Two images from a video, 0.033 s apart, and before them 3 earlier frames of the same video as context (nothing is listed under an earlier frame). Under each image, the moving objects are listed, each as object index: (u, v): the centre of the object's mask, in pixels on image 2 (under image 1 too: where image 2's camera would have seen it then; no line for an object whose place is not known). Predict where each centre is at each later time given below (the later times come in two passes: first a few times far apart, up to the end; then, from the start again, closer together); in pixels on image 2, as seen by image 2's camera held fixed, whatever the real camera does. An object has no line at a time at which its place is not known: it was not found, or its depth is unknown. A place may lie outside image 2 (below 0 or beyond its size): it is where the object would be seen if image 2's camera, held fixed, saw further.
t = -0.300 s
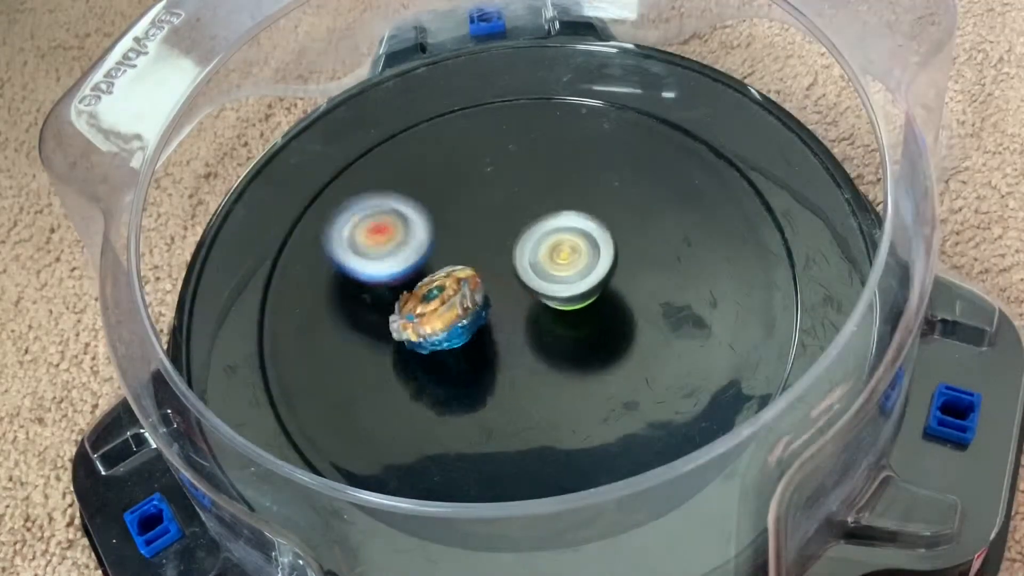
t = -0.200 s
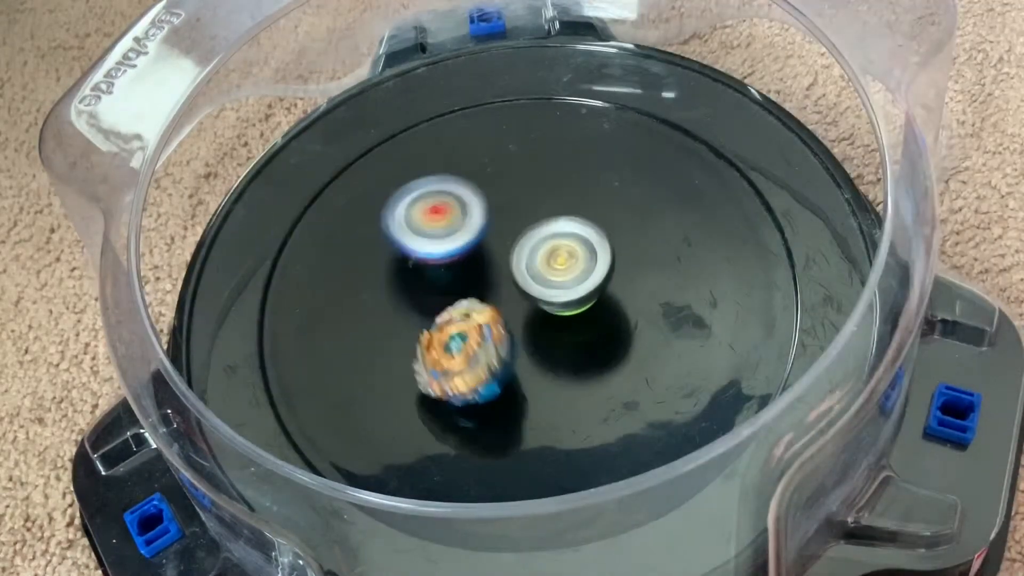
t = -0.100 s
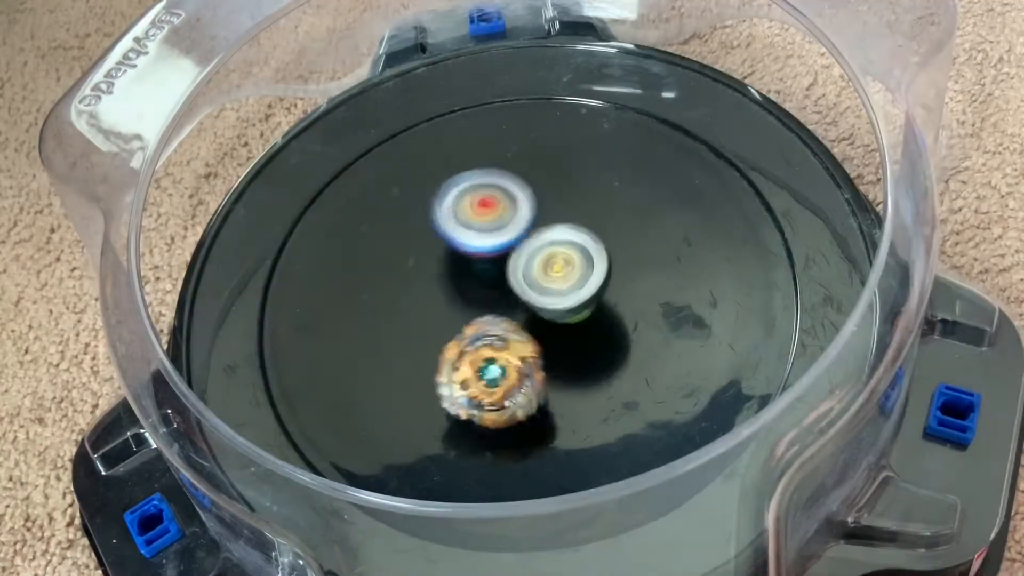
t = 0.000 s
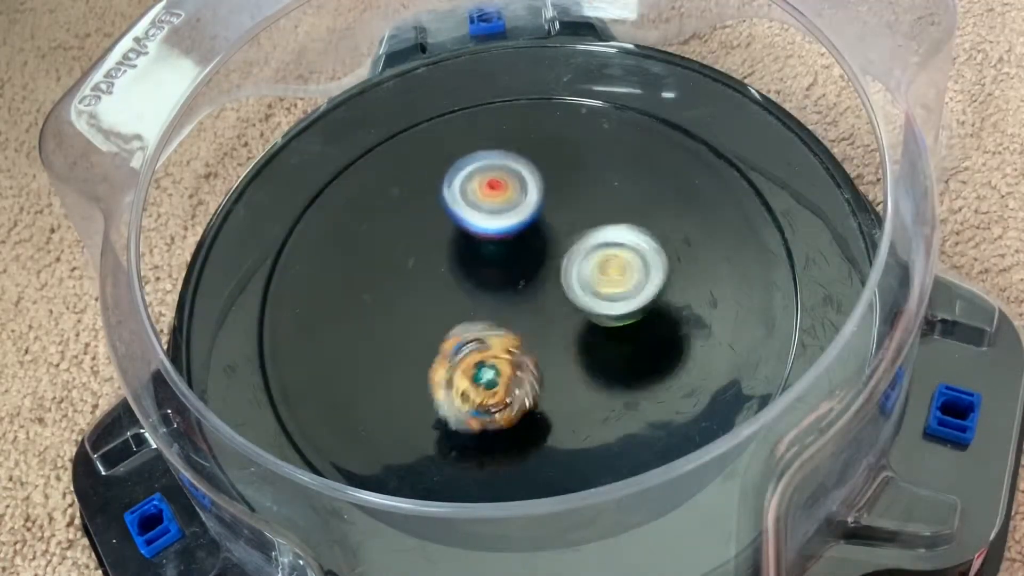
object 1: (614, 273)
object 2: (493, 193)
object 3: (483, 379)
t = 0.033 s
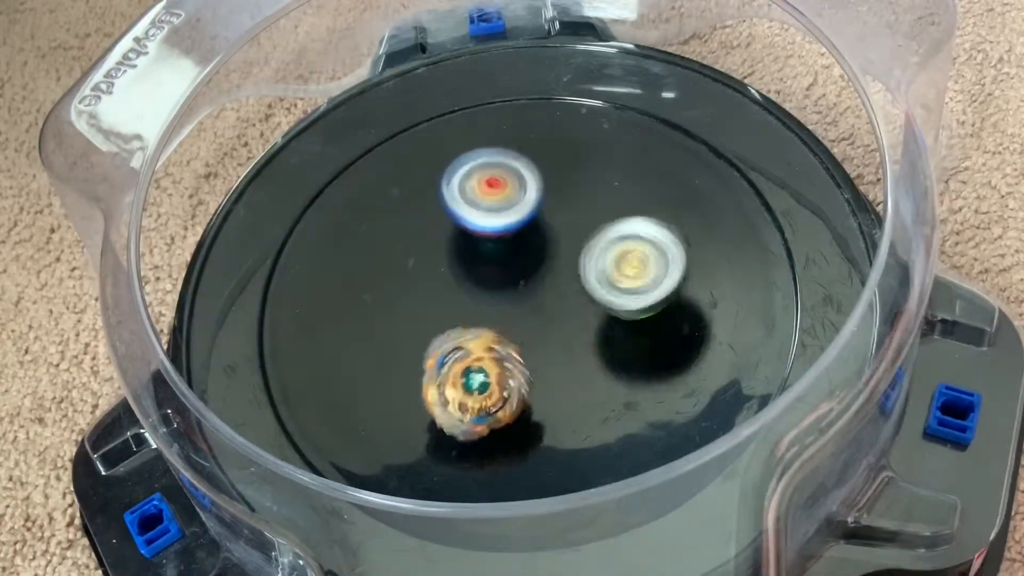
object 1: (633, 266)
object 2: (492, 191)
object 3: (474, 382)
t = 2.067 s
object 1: (598, 355)
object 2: (509, 241)
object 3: (471, 346)
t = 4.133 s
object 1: (555, 297)
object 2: (596, 208)
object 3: (456, 293)
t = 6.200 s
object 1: (610, 266)
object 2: (385, 346)
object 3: (467, 271)
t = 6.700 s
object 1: (648, 281)
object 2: (433, 256)
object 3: (539, 294)
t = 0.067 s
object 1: (646, 259)
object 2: (489, 191)
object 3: (466, 383)
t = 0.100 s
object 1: (653, 252)
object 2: (484, 192)
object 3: (460, 381)
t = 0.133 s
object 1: (657, 245)
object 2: (479, 195)
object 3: (456, 378)
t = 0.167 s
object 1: (657, 239)
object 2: (471, 200)
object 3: (453, 375)
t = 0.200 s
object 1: (655, 234)
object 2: (462, 206)
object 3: (451, 371)
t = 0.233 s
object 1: (650, 230)
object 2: (453, 213)
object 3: (451, 368)
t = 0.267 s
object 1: (644, 228)
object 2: (443, 219)
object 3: (452, 366)
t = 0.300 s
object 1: (635, 227)
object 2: (432, 229)
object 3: (454, 364)
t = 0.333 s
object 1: (626, 228)
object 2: (423, 241)
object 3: (458, 363)
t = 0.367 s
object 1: (615, 230)
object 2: (419, 256)
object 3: (462, 361)
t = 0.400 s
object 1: (604, 235)
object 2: (420, 269)
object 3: (471, 365)
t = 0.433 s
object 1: (594, 241)
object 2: (414, 243)
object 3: (492, 396)
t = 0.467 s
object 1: (582, 249)
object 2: (411, 220)
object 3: (511, 426)
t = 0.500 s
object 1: (572, 257)
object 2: (407, 200)
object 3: (529, 444)
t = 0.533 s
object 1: (561, 266)
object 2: (405, 185)
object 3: (544, 451)
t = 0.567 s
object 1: (553, 276)
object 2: (402, 173)
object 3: (555, 452)
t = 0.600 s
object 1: (545, 286)
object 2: (400, 165)
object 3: (562, 449)
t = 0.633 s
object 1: (540, 295)
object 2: (397, 161)
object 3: (564, 445)
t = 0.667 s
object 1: (535, 305)
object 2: (394, 160)
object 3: (565, 438)
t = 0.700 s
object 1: (531, 314)
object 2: (390, 161)
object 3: (562, 424)
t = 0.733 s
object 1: (527, 322)
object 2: (386, 167)
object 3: (553, 412)
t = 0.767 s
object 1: (529, 314)
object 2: (384, 176)
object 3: (537, 412)
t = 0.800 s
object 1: (532, 302)
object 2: (387, 188)
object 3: (524, 413)
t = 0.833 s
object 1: (534, 291)
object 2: (395, 202)
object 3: (519, 410)
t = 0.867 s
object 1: (534, 283)
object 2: (409, 216)
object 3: (518, 402)
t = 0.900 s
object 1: (533, 276)
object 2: (429, 230)
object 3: (518, 394)
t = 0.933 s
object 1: (556, 287)
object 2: (430, 222)
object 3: (518, 385)
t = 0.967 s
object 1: (600, 305)
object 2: (421, 206)
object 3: (513, 379)
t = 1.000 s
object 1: (649, 313)
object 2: (419, 194)
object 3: (504, 377)
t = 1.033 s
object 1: (691, 320)
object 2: (420, 185)
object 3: (499, 374)
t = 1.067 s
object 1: (728, 323)
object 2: (424, 179)
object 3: (498, 372)
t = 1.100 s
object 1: (753, 322)
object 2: (430, 175)
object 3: (499, 368)
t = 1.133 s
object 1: (767, 318)
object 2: (436, 172)
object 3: (502, 362)
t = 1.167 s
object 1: (774, 311)
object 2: (444, 172)
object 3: (507, 357)
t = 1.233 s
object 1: (765, 301)
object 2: (464, 173)
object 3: (520, 351)
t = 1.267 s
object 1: (753, 295)
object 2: (477, 174)
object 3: (528, 349)
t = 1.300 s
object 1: (739, 293)
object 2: (490, 176)
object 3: (534, 350)
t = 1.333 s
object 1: (720, 290)
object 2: (504, 177)
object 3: (539, 351)
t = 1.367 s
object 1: (700, 288)
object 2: (517, 180)
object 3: (543, 352)
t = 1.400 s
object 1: (676, 287)
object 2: (532, 183)
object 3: (545, 353)
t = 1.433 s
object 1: (654, 286)
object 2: (549, 186)
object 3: (545, 353)
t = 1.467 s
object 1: (630, 286)
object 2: (566, 187)
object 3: (543, 352)
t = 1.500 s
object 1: (609, 287)
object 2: (580, 188)
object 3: (541, 351)
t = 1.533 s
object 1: (595, 282)
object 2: (594, 188)
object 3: (533, 351)
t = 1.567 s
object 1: (583, 287)
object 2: (612, 174)
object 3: (522, 354)
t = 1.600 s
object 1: (576, 294)
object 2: (630, 148)
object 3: (508, 360)
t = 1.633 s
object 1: (572, 299)
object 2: (642, 127)
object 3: (499, 362)
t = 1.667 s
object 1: (569, 304)
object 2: (648, 109)
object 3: (493, 363)
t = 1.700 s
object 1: (566, 309)
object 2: (648, 96)
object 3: (490, 361)
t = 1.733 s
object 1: (569, 312)
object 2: (640, 99)
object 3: (486, 359)
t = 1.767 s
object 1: (572, 314)
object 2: (625, 110)
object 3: (485, 358)
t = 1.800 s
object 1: (573, 316)
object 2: (608, 124)
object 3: (484, 357)
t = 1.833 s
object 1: (574, 318)
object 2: (591, 140)
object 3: (483, 356)
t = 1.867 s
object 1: (576, 319)
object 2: (575, 158)
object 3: (483, 355)
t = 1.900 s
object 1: (577, 319)
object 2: (560, 177)
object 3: (483, 354)
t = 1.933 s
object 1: (577, 319)
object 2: (547, 196)
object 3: (481, 353)
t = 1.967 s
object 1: (577, 319)
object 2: (537, 217)
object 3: (480, 351)
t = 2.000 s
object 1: (578, 319)
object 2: (529, 237)
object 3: (478, 350)
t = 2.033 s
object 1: (586, 338)
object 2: (519, 241)
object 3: (475, 349)
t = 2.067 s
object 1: (598, 355)
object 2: (509, 241)
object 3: (471, 346)
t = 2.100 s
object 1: (605, 368)
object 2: (504, 245)
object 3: (469, 343)
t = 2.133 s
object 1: (611, 375)
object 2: (502, 250)
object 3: (468, 341)
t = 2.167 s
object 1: (614, 379)
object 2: (504, 257)
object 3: (468, 341)
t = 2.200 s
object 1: (615, 382)
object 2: (517, 261)
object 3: (467, 344)
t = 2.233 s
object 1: (615, 384)
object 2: (533, 264)
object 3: (465, 344)
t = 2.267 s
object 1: (613, 385)
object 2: (554, 267)
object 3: (467, 343)
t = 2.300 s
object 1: (610, 386)
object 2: (575, 269)
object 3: (469, 342)
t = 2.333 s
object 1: (605, 387)
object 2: (599, 269)
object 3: (471, 341)
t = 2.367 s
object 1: (599, 387)
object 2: (623, 268)
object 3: (473, 341)
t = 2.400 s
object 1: (593, 386)
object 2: (648, 264)
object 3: (475, 342)
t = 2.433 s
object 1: (585, 382)
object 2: (669, 259)
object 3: (477, 342)
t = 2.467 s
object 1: (576, 379)
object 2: (688, 250)
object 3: (478, 342)
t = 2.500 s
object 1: (571, 376)
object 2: (704, 242)
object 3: (477, 340)
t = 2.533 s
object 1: (569, 373)
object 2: (716, 230)
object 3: (475, 340)
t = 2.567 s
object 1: (566, 369)
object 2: (724, 219)
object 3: (473, 339)
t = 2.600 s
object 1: (564, 365)
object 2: (727, 207)
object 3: (468, 338)
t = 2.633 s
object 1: (560, 360)
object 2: (725, 195)
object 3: (464, 337)
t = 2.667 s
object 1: (558, 356)
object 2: (715, 185)
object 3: (460, 335)
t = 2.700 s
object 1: (559, 354)
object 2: (699, 177)
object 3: (457, 331)
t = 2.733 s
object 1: (559, 350)
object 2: (677, 175)
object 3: (456, 329)
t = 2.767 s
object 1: (559, 344)
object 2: (651, 178)
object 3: (459, 326)
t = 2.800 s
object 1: (558, 339)
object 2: (625, 186)
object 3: (462, 323)
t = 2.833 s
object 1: (564, 335)
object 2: (598, 198)
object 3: (462, 319)
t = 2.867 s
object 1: (570, 329)
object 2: (573, 215)
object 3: (461, 318)
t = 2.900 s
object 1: (570, 324)
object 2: (549, 231)
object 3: (461, 318)
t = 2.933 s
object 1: (571, 329)
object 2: (533, 241)
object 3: (457, 319)
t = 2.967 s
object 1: (575, 334)
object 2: (524, 235)
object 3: (447, 325)
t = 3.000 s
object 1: (576, 338)
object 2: (516, 235)
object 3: (441, 328)
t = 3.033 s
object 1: (578, 340)
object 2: (507, 238)
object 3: (438, 331)
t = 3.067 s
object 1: (581, 342)
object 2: (497, 244)
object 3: (438, 333)
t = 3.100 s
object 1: (581, 342)
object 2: (497, 246)
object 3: (432, 340)
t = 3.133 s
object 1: (581, 342)
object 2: (500, 247)
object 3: (429, 344)
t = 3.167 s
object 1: (580, 342)
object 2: (505, 247)
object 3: (431, 345)
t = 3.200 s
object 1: (579, 341)
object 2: (510, 247)
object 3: (434, 344)
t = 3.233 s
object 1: (577, 340)
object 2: (517, 248)
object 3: (438, 343)
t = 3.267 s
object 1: (574, 338)
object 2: (522, 248)
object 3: (442, 343)
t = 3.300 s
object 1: (571, 336)
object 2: (528, 247)
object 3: (446, 343)
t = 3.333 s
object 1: (568, 334)
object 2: (534, 246)
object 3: (450, 343)
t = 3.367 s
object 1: (564, 340)
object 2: (538, 237)
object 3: (457, 342)
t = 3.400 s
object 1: (563, 349)
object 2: (539, 227)
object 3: (463, 341)
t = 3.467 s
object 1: (559, 358)
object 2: (539, 211)
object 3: (472, 329)
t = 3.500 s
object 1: (563, 361)
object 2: (535, 206)
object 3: (473, 322)
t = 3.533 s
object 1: (567, 360)
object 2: (531, 203)
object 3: (474, 317)
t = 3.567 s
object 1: (567, 359)
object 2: (525, 203)
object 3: (473, 312)
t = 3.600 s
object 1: (566, 358)
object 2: (519, 205)
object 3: (469, 308)
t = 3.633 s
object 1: (565, 356)
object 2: (513, 211)
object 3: (466, 305)
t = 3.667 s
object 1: (563, 353)
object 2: (509, 219)
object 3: (462, 303)
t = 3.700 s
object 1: (561, 350)
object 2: (507, 227)
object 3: (458, 303)
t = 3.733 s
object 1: (558, 346)
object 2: (519, 230)
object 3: (448, 307)
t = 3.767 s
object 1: (553, 343)
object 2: (531, 233)
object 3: (443, 311)
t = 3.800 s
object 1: (550, 339)
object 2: (543, 233)
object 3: (440, 311)
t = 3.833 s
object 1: (546, 334)
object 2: (555, 233)
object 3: (439, 310)
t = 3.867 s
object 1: (543, 330)
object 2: (567, 231)
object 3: (440, 310)
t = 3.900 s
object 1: (539, 325)
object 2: (578, 229)
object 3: (442, 307)
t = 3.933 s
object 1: (538, 321)
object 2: (587, 225)
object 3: (442, 303)
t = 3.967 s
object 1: (541, 318)
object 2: (595, 221)
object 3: (443, 299)
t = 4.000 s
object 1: (542, 313)
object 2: (601, 217)
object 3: (444, 298)
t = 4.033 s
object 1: (544, 309)
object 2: (604, 213)
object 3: (447, 297)
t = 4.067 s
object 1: (547, 304)
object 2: (604, 210)
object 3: (450, 296)
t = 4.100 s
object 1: (549, 301)
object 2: (601, 208)
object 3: (452, 294)
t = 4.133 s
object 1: (555, 297)
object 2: (596, 208)
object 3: (456, 293)
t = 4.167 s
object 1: (555, 303)
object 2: (594, 202)
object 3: (457, 293)
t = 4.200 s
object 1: (555, 308)
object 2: (592, 194)
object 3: (460, 292)
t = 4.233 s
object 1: (556, 312)
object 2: (588, 187)
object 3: (463, 292)
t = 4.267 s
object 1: (561, 315)
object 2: (581, 182)
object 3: (467, 292)
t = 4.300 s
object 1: (564, 317)
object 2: (572, 180)
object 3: (470, 293)
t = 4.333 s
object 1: (569, 318)
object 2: (561, 182)
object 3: (474, 294)
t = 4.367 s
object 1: (572, 319)
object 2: (549, 187)
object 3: (477, 297)
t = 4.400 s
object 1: (574, 321)
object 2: (539, 196)
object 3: (479, 298)
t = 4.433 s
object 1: (576, 321)
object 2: (530, 209)
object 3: (482, 301)
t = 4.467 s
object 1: (577, 322)
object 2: (525, 223)
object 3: (481, 303)
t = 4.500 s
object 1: (579, 323)
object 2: (535, 231)
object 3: (470, 310)
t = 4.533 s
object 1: (580, 324)
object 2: (568, 222)
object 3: (439, 326)
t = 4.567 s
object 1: (581, 323)
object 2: (595, 209)
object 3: (411, 341)
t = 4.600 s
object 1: (582, 323)
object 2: (618, 201)
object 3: (391, 352)
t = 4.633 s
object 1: (581, 322)
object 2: (635, 193)
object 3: (378, 360)
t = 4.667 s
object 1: (578, 321)
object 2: (648, 185)
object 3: (374, 367)
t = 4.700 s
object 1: (575, 319)
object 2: (658, 179)
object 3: (375, 373)
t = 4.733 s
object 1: (572, 317)
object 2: (666, 174)
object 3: (380, 377)
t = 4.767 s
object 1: (568, 313)
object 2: (673, 171)
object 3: (386, 379)
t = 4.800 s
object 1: (563, 311)
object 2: (677, 169)
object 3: (395, 381)
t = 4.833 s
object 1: (559, 309)
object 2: (679, 170)
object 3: (407, 382)
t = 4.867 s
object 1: (554, 306)
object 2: (679, 174)
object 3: (421, 382)
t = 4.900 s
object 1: (550, 302)
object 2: (678, 180)
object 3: (434, 377)
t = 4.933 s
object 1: (545, 300)
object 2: (676, 188)
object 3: (446, 370)
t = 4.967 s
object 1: (542, 296)
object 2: (674, 198)
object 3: (455, 361)
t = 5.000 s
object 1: (539, 292)
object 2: (670, 209)
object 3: (460, 350)
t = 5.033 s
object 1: (537, 287)
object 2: (665, 221)
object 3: (460, 341)
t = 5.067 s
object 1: (540, 283)
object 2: (660, 234)
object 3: (459, 336)
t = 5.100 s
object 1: (539, 278)
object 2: (654, 249)
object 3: (459, 334)
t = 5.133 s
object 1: (534, 273)
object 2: (652, 265)
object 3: (460, 334)
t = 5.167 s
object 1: (516, 264)
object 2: (671, 281)
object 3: (456, 335)
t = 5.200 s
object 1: (510, 254)
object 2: (682, 296)
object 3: (447, 336)
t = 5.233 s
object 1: (507, 248)
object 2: (684, 310)
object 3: (441, 337)
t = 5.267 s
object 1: (505, 243)
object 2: (683, 322)
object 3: (437, 338)
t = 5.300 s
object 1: (503, 237)
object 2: (681, 333)
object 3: (436, 338)
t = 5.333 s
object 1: (503, 230)
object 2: (675, 344)
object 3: (438, 335)
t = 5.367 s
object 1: (505, 227)
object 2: (664, 354)
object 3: (441, 333)
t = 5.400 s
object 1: (507, 224)
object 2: (654, 362)
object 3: (444, 330)
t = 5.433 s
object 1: (507, 221)
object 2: (641, 371)
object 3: (446, 327)
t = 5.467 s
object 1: (511, 219)
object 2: (626, 376)
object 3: (448, 325)
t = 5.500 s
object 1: (516, 218)
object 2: (609, 380)
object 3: (450, 323)
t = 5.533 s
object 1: (516, 219)
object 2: (591, 383)
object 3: (452, 321)
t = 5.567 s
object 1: (521, 219)
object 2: (572, 383)
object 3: (453, 320)
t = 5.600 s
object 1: (524, 218)
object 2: (554, 381)
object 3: (455, 319)
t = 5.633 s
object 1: (527, 224)
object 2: (537, 378)
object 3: (457, 317)
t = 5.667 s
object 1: (532, 227)
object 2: (522, 375)
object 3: (460, 312)
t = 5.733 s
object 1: (540, 235)
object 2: (508, 389)
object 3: (460, 298)
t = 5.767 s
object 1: (545, 240)
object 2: (502, 396)
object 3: (457, 289)
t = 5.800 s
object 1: (548, 247)
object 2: (496, 399)
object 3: (452, 282)
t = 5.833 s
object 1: (552, 253)
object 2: (487, 401)
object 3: (449, 277)
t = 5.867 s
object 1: (552, 258)
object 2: (479, 402)
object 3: (448, 275)
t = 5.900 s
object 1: (553, 264)
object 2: (472, 400)
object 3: (448, 275)
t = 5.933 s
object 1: (552, 272)
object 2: (464, 396)
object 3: (449, 276)
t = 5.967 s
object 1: (551, 282)
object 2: (459, 390)
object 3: (448, 275)
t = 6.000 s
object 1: (550, 292)
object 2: (455, 381)
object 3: (448, 274)
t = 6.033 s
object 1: (545, 301)
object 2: (451, 373)
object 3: (449, 275)
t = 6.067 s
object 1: (547, 302)
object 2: (444, 368)
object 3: (451, 275)
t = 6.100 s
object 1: (566, 296)
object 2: (415, 366)
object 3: (454, 275)
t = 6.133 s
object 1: (586, 284)
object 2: (397, 360)
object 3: (458, 274)
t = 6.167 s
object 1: (601, 274)
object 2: (389, 354)
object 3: (462, 273)
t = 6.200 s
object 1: (610, 266)
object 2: (385, 346)
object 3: (467, 271)
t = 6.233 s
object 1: (616, 260)
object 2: (384, 338)
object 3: (474, 270)
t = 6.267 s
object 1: (618, 257)
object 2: (386, 330)
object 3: (482, 269)
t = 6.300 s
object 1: (616, 253)
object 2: (391, 322)
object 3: (489, 269)
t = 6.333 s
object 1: (615, 252)
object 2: (397, 314)
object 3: (496, 273)
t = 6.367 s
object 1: (612, 249)
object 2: (401, 310)
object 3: (504, 274)
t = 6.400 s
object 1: (612, 248)
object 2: (393, 305)
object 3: (523, 275)
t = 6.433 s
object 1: (625, 250)
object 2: (396, 300)
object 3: (530, 274)
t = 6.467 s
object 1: (635, 256)
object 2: (402, 293)
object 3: (531, 277)
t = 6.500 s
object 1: (643, 260)
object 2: (414, 290)
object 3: (530, 279)
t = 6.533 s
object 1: (643, 265)
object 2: (423, 287)
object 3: (532, 282)
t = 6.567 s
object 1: (643, 268)
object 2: (425, 278)
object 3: (538, 283)
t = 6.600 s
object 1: (645, 269)
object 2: (425, 276)
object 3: (536, 283)
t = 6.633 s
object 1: (644, 272)
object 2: (433, 271)
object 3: (535, 285)
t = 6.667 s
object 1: (642, 276)
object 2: (439, 269)
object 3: (537, 287)
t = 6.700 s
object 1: (648, 281)
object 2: (433, 256)
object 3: (539, 294)
